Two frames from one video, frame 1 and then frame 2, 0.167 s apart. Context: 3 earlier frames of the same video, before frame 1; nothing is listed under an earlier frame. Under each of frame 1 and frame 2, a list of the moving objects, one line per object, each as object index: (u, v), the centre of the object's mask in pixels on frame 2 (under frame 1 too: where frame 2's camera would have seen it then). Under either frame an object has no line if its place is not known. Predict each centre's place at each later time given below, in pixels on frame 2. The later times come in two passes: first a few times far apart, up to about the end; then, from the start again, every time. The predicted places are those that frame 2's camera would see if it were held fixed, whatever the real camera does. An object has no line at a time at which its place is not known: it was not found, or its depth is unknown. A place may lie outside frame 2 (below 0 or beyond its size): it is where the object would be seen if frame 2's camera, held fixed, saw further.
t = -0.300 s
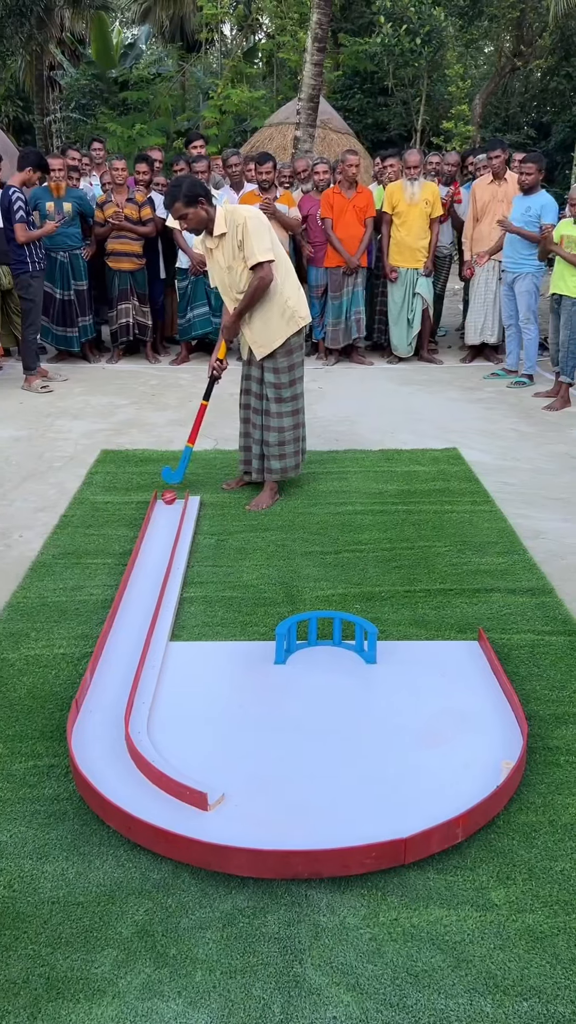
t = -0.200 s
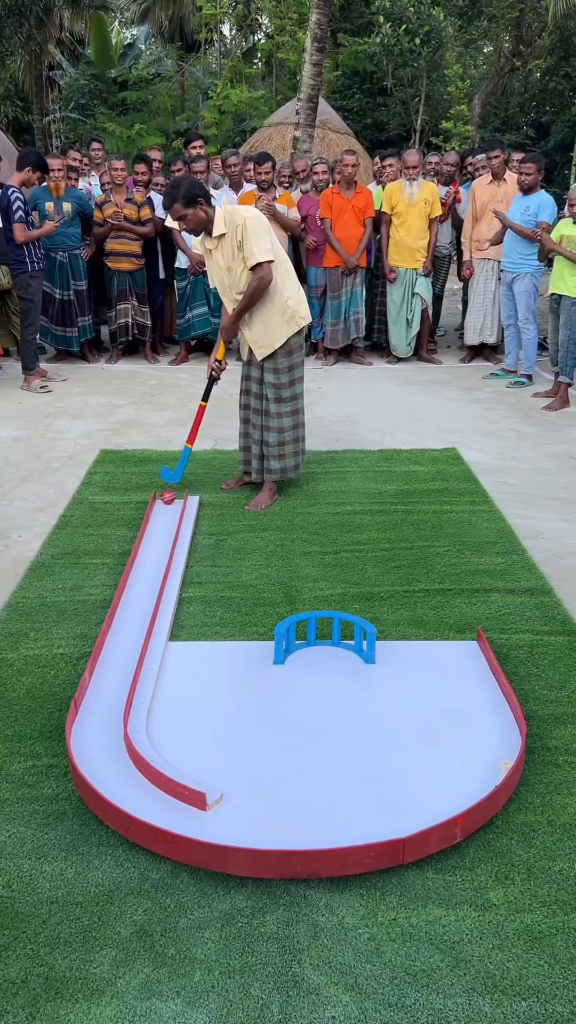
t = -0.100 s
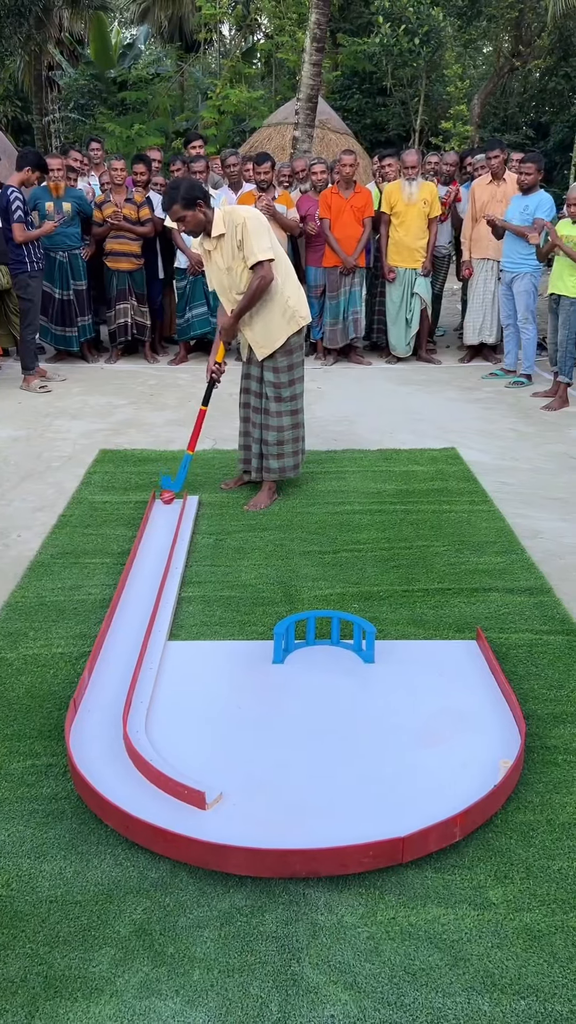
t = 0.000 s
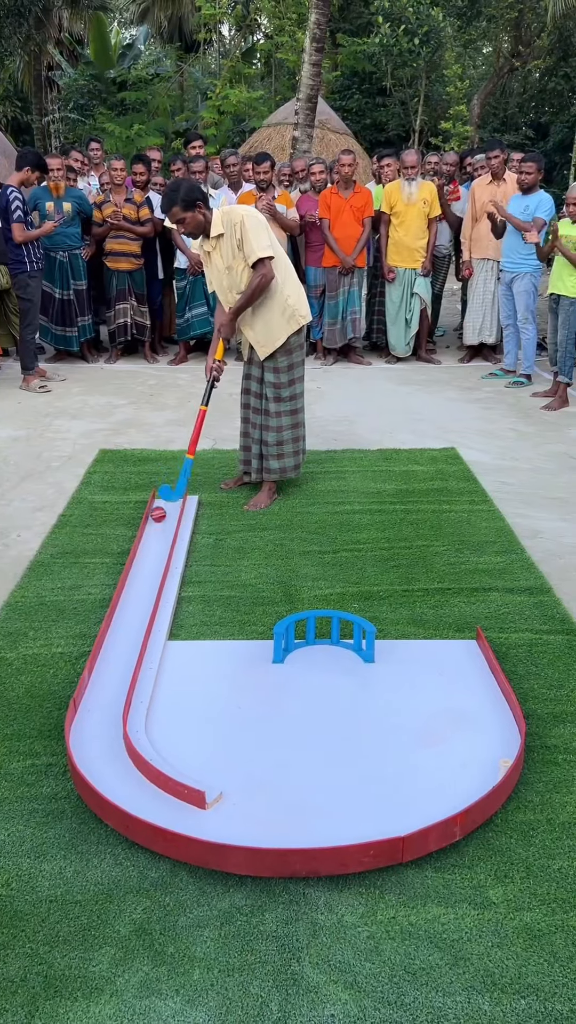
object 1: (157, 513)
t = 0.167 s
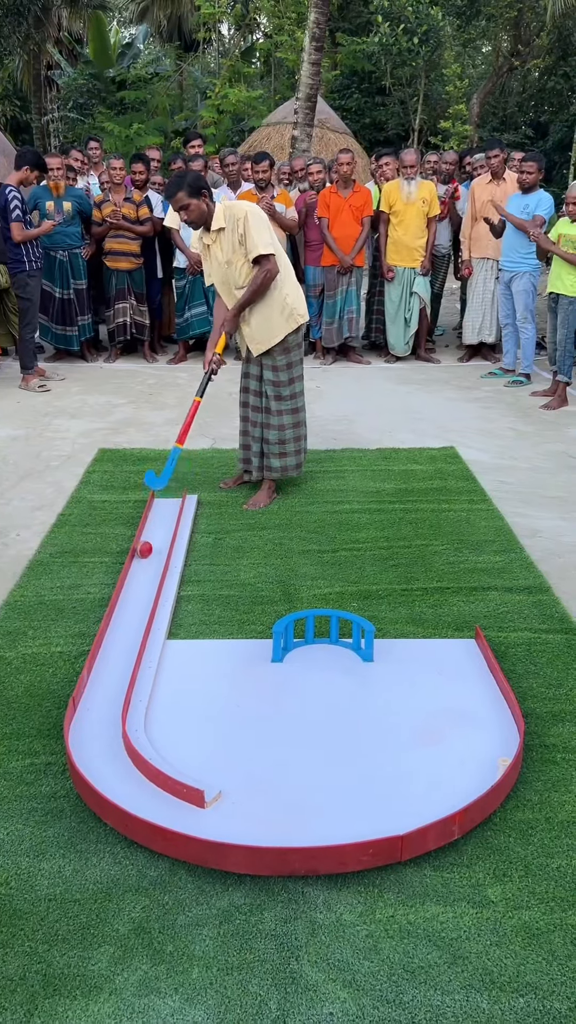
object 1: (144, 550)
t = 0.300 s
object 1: (137, 576)
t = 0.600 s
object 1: (120, 647)
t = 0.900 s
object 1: (98, 738)
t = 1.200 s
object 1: (161, 809)
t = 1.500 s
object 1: (279, 836)
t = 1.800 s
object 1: (397, 823)
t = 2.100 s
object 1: (476, 784)
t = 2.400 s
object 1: (445, 743)
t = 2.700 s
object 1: (402, 705)
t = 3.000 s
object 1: (364, 668)
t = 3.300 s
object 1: (329, 642)
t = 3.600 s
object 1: (296, 647)
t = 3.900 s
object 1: (300, 646)
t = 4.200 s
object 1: (306, 641)
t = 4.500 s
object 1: (310, 641)
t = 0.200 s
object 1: (142, 556)
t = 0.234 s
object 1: (140, 563)
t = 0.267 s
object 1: (139, 569)
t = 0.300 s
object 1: (137, 576)
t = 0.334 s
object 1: (135, 584)
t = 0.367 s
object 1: (133, 590)
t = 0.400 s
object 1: (131, 598)
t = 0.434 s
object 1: (130, 605)
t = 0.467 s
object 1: (127, 614)
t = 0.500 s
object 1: (126, 621)
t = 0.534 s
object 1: (124, 630)
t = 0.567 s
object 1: (122, 639)
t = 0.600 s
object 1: (120, 647)
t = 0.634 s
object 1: (117, 657)
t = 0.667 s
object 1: (115, 666)
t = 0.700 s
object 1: (113, 676)
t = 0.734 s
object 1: (110, 685)
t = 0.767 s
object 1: (108, 695)
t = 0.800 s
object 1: (106, 706)
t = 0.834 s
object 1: (103, 716)
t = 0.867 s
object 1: (100, 727)
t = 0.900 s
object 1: (98, 738)
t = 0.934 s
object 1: (95, 750)
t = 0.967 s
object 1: (92, 762)
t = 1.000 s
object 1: (98, 769)
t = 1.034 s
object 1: (109, 776)
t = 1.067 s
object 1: (120, 782)
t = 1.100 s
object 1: (130, 789)
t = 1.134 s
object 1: (140, 795)
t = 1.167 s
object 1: (150, 802)
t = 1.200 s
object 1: (161, 809)
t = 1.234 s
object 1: (172, 815)
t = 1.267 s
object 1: (183, 821)
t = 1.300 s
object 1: (195, 825)
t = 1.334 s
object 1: (209, 828)
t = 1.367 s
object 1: (223, 831)
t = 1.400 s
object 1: (238, 833)
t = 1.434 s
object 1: (252, 835)
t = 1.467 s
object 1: (265, 835)
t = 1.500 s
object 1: (279, 836)
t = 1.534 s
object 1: (294, 836)
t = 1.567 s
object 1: (308, 836)
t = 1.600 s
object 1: (322, 835)
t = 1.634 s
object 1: (335, 834)
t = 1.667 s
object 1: (348, 832)
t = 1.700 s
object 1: (360, 830)
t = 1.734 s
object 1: (373, 828)
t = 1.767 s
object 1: (386, 825)
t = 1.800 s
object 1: (397, 823)
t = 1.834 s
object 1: (407, 819)
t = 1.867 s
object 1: (417, 816)
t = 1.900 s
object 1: (426, 811)
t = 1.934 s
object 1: (436, 806)
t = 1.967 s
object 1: (444, 802)
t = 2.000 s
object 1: (453, 798)
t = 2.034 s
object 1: (461, 793)
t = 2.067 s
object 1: (468, 788)
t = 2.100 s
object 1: (476, 784)
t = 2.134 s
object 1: (480, 778)
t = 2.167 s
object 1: (484, 773)
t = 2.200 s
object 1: (481, 768)
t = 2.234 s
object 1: (474, 765)
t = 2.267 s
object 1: (467, 760)
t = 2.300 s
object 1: (462, 756)
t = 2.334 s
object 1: (456, 751)
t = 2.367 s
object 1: (451, 747)
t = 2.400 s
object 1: (445, 743)
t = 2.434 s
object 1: (440, 739)
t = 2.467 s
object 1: (435, 734)
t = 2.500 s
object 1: (431, 730)
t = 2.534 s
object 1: (426, 726)
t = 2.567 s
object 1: (421, 722)
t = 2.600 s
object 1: (416, 717)
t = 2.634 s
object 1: (411, 713)
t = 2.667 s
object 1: (407, 709)
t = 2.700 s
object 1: (402, 705)
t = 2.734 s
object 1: (398, 701)
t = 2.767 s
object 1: (394, 696)
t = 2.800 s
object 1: (389, 692)
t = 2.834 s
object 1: (385, 688)
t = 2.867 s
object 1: (381, 684)
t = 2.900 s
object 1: (376, 680)
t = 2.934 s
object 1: (372, 676)
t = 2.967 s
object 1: (368, 672)
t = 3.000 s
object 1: (364, 668)
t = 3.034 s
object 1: (360, 665)
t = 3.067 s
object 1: (356, 661)
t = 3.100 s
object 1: (352, 657)
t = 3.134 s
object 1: (348, 653)
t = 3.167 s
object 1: (344, 650)
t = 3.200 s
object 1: (340, 646)
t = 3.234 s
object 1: (336, 642)
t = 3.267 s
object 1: (333, 640)
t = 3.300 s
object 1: (329, 642)
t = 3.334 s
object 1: (325, 643)
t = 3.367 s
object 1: (321, 643)
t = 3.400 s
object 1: (317, 644)
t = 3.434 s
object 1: (313, 645)
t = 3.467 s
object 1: (309, 645)
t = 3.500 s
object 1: (306, 646)
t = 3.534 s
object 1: (302, 646)
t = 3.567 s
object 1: (299, 647)
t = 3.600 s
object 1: (296, 647)
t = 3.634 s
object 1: (293, 647)
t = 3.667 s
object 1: (293, 647)
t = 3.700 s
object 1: (294, 648)
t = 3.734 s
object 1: (294, 648)
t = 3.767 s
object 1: (295, 648)
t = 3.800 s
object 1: (297, 647)
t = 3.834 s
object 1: (298, 647)
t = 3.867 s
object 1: (299, 647)
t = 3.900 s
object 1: (300, 646)
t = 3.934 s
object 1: (301, 646)
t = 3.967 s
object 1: (302, 645)
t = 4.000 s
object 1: (303, 645)
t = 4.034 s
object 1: (304, 644)
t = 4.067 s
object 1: (305, 644)
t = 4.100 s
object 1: (305, 643)
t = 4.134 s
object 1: (305, 643)
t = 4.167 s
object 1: (306, 642)
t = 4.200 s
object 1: (306, 641)
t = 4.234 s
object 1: (307, 641)
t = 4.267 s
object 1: (308, 640)
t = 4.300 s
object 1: (308, 641)
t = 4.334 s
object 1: (308, 641)
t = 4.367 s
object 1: (309, 641)
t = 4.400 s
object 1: (309, 641)
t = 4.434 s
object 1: (309, 641)
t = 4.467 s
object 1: (310, 641)
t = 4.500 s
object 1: (310, 641)
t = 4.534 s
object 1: (310, 641)
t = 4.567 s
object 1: (310, 640)
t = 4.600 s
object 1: (310, 640)
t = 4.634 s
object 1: (311, 640)
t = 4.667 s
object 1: (311, 640)
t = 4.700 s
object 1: (312, 640)
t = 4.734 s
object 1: (312, 640)
